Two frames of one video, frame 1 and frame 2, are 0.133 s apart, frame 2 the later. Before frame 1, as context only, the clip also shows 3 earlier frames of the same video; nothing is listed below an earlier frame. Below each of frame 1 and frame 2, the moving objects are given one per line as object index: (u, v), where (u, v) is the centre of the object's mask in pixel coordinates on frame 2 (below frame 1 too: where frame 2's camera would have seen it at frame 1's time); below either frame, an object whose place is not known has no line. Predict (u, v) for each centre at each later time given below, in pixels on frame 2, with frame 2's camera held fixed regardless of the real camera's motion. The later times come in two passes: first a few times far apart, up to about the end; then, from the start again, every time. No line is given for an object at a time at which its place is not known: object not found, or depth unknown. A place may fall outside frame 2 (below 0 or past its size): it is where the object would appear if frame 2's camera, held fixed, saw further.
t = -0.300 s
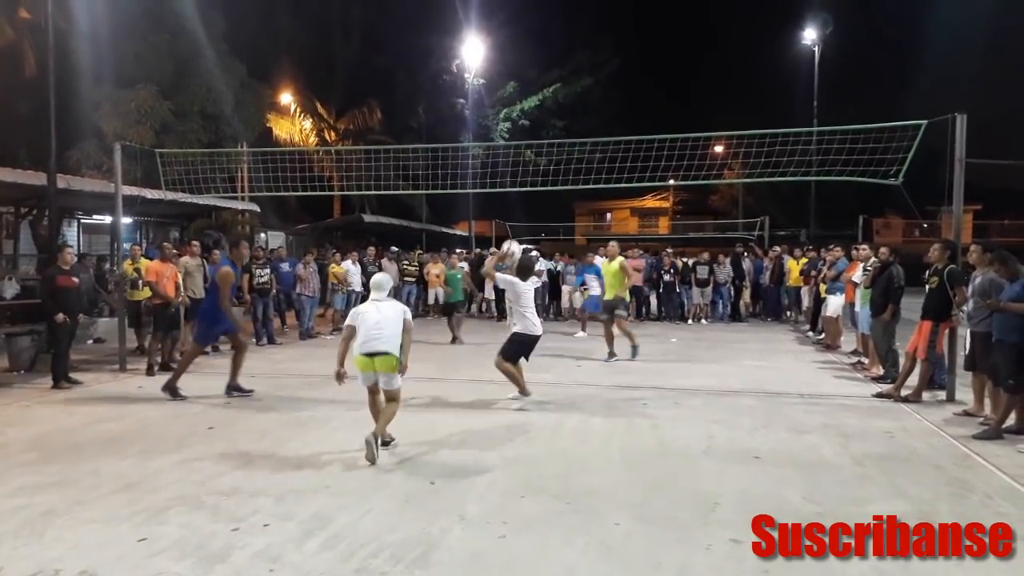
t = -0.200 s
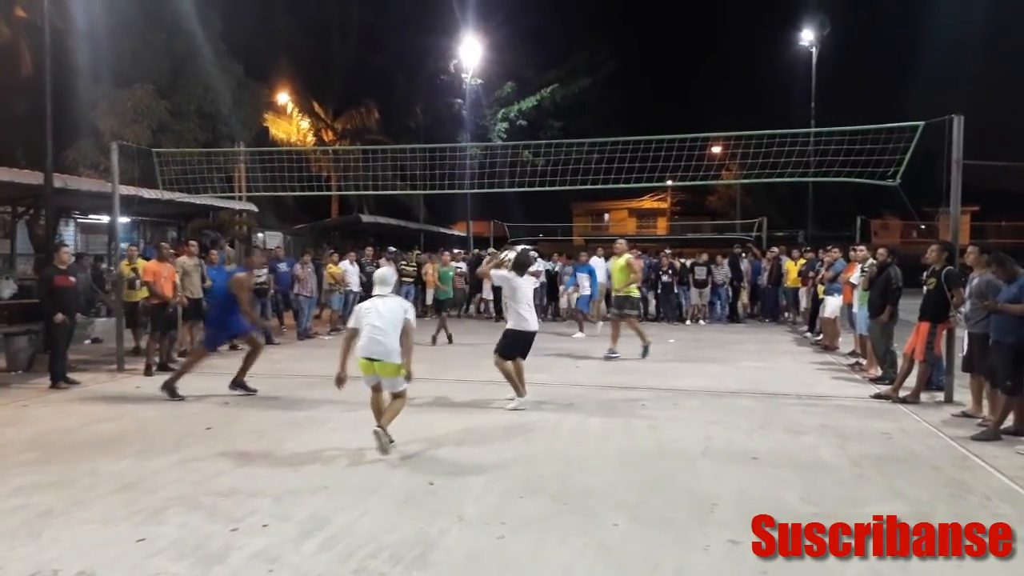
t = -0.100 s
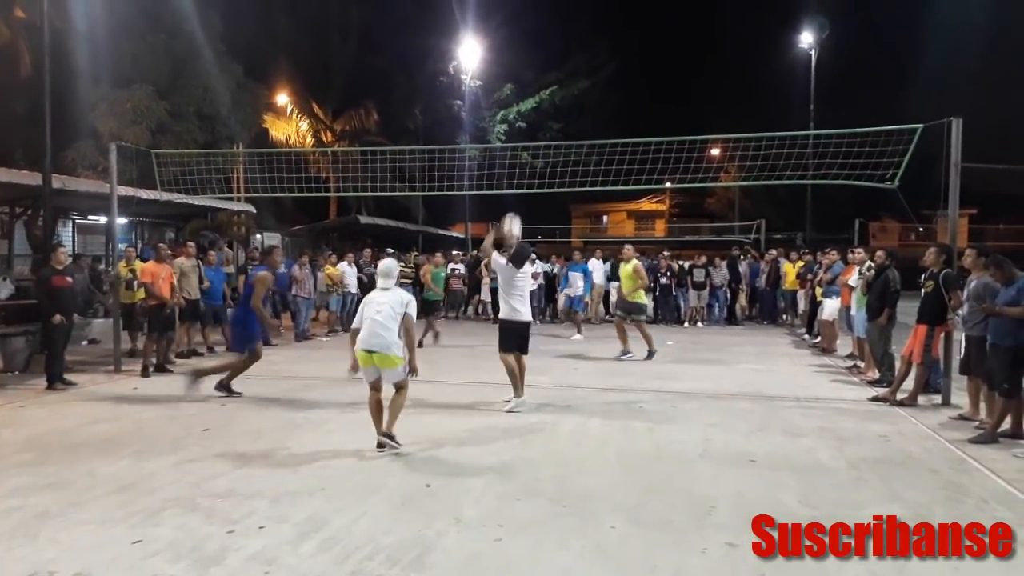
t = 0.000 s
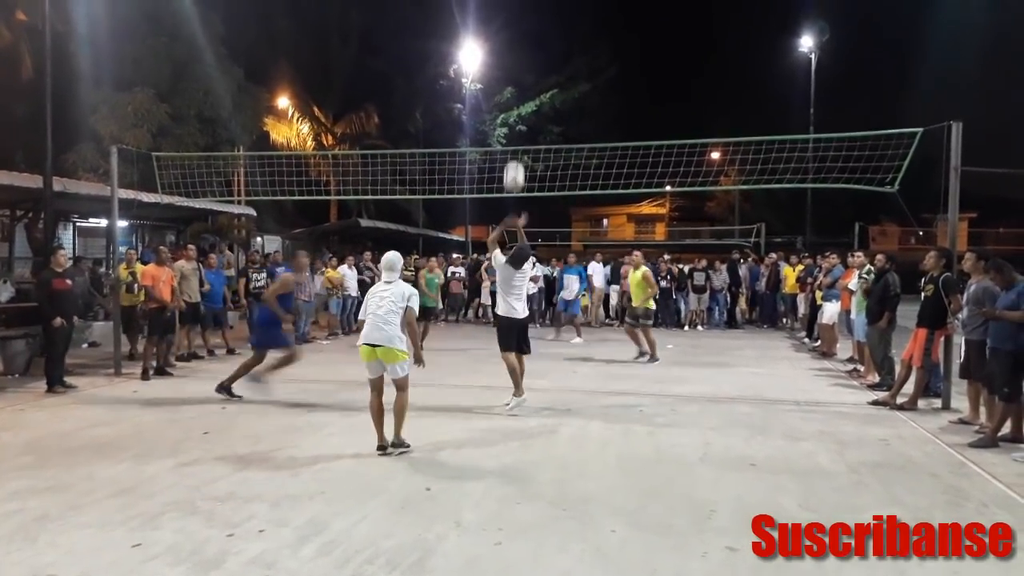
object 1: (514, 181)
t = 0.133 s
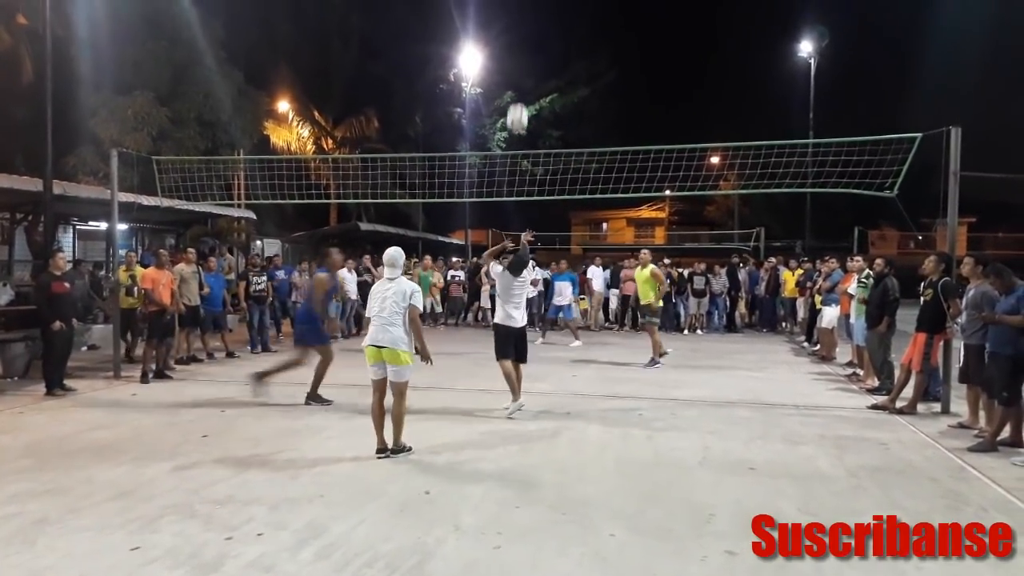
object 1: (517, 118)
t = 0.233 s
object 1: (520, 82)
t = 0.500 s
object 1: (526, 34)
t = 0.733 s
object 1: (532, 44)
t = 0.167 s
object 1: (518, 104)
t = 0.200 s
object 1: (519, 93)
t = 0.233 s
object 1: (520, 82)
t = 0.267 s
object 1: (521, 72)
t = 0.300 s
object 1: (522, 64)
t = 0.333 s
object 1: (523, 56)
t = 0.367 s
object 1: (523, 49)
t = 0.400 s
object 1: (524, 44)
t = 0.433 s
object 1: (525, 39)
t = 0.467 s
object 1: (526, 36)
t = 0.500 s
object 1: (526, 34)
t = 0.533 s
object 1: (527, 32)
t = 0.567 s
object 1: (528, 32)
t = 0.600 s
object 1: (529, 32)
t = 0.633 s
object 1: (530, 33)
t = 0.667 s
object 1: (531, 36)
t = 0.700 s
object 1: (532, 39)
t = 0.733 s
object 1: (532, 44)
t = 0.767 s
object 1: (533, 50)
